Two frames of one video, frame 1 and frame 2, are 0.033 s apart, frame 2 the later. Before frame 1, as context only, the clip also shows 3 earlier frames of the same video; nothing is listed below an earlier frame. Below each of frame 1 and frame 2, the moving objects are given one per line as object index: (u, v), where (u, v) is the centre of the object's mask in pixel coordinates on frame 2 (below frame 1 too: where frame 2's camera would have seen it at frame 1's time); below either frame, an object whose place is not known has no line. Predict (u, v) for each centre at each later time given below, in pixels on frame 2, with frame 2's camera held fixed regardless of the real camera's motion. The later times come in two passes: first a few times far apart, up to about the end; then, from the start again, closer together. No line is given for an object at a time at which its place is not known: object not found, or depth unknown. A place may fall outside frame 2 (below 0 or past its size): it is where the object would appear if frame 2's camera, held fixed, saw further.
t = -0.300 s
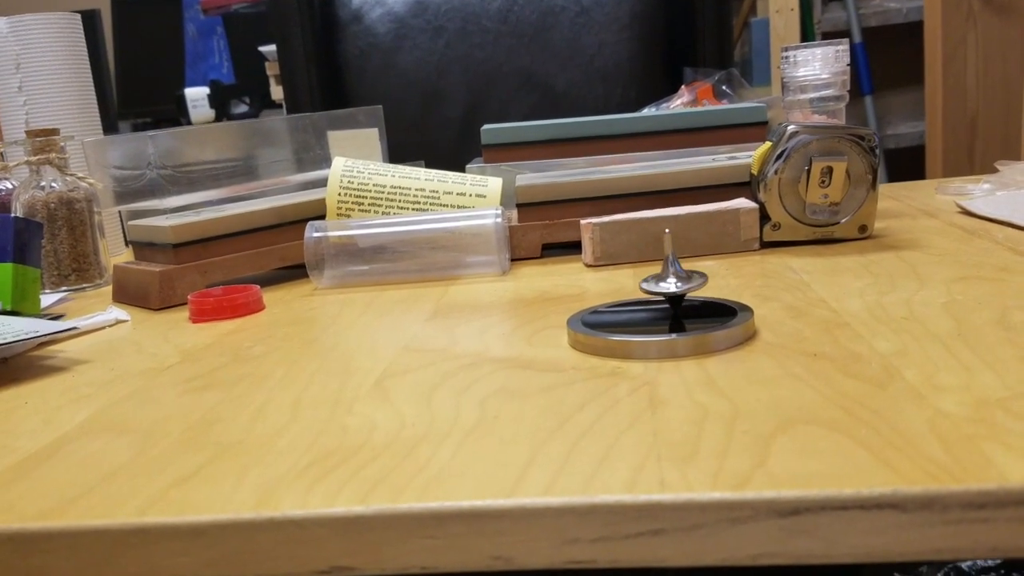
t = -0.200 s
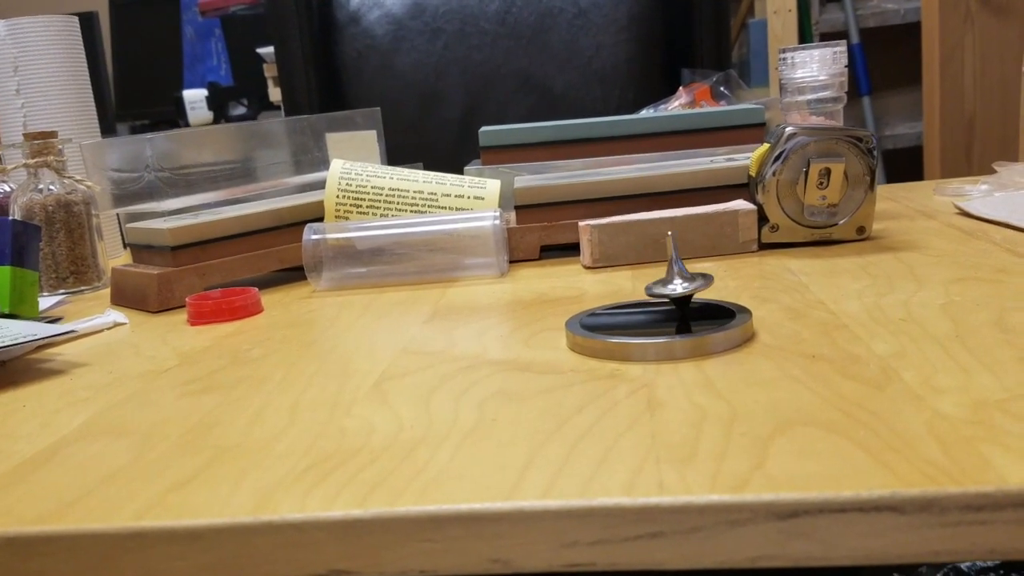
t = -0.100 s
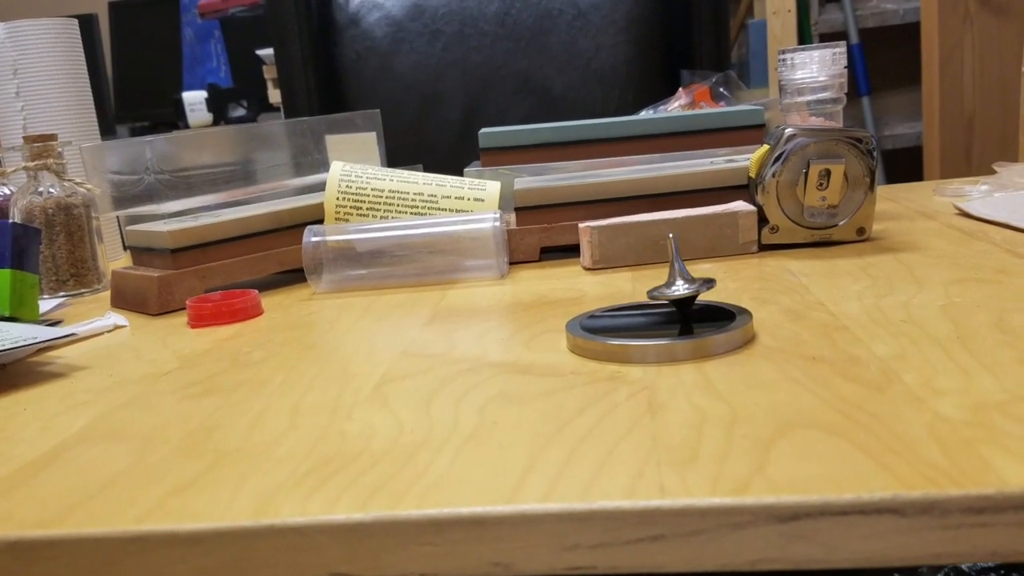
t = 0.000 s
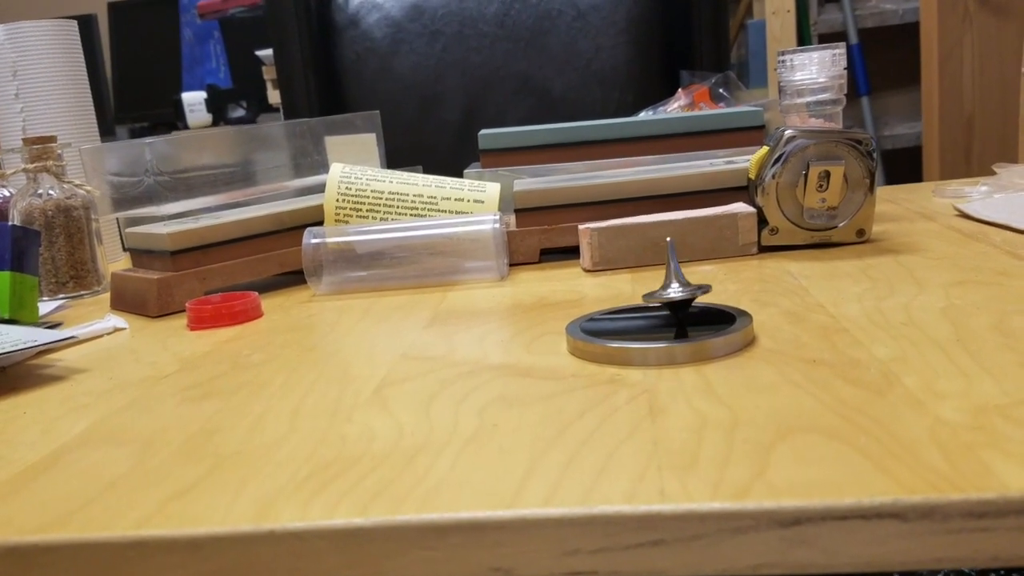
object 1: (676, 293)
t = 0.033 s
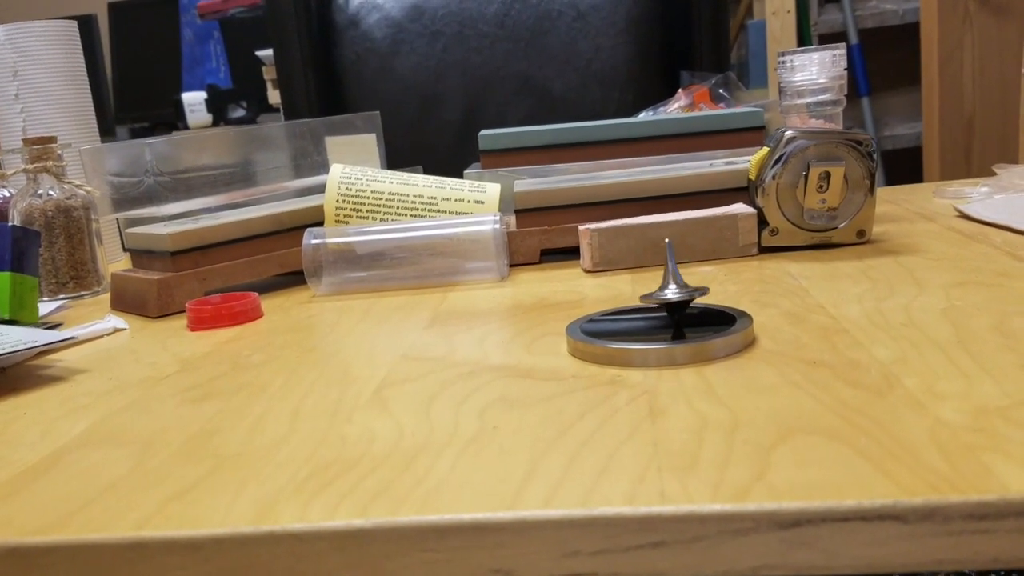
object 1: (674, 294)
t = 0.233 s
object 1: (656, 295)
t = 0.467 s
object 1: (657, 293)
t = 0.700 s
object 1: (677, 291)
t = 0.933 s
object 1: (676, 294)
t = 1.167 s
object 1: (655, 295)
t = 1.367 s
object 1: (655, 293)
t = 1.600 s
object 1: (675, 291)
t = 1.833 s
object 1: (677, 293)
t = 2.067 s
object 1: (657, 295)
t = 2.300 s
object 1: (656, 293)
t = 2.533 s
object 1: (676, 291)
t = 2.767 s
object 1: (675, 293)
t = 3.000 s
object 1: (656, 295)
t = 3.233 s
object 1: (658, 293)
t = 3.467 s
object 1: (677, 292)
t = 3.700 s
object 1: (673, 294)
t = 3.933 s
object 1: (654, 295)
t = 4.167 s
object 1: (660, 292)
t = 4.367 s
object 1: (676, 291)
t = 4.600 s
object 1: (673, 293)
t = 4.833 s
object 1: (655, 295)
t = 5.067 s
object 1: (661, 292)
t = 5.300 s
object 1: (678, 291)
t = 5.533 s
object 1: (670, 294)
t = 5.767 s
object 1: (654, 294)
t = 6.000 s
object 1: (665, 292)
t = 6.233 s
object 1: (679, 291)
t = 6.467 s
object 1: (666, 294)
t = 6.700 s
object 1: (655, 293)
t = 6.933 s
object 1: (670, 291)
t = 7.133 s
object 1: (679, 291)
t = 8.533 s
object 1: (658, 293)
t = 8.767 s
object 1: (675, 291)
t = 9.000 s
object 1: (672, 294)
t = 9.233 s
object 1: (656, 294)
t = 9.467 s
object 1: (662, 292)
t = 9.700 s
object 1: (677, 291)
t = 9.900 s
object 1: (669, 294)
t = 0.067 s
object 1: (671, 294)
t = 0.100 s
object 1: (668, 295)
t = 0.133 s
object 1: (664, 295)
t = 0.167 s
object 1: (661, 295)
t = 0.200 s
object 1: (658, 295)
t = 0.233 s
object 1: (656, 295)
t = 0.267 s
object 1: (654, 294)
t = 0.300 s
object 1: (653, 294)
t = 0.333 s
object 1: (652, 294)
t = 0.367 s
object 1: (652, 294)
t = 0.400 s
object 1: (653, 293)
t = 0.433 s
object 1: (655, 293)
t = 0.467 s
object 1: (657, 293)
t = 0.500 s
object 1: (660, 292)
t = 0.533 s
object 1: (662, 292)
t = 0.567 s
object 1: (666, 291)
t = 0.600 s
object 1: (669, 291)
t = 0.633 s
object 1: (672, 291)
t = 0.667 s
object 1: (675, 291)
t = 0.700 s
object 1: (677, 291)
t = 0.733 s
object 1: (679, 292)
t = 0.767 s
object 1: (680, 292)
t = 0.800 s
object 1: (681, 292)
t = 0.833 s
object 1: (681, 292)
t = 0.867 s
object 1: (680, 293)
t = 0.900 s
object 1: (678, 293)
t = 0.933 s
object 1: (676, 294)
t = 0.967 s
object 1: (673, 294)
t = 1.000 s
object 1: (670, 295)
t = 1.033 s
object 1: (667, 295)
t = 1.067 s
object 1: (664, 295)
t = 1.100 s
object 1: (661, 295)
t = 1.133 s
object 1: (658, 295)
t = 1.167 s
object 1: (655, 295)
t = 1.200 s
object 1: (654, 295)
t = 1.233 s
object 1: (653, 295)
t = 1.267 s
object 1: (652, 294)
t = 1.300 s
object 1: (653, 294)
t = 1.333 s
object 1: (654, 294)
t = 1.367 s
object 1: (655, 293)
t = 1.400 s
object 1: (658, 293)
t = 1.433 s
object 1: (660, 292)
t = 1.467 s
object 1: (663, 292)
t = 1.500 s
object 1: (666, 292)
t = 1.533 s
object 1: (669, 291)
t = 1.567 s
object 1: (672, 292)
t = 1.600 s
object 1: (675, 291)
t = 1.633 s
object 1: (677, 292)
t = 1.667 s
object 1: (679, 292)
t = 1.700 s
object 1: (680, 292)
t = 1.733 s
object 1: (680, 292)
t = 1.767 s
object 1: (680, 292)
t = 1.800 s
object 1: (679, 293)
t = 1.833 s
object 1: (677, 293)
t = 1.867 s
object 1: (675, 294)
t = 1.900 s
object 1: (672, 295)
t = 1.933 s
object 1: (669, 295)
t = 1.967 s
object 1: (666, 295)
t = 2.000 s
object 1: (663, 296)
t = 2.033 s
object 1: (659, 296)
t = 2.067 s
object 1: (657, 295)
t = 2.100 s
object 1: (655, 295)
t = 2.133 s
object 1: (653, 295)
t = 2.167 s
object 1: (653, 295)
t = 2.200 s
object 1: (652, 294)
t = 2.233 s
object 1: (653, 294)
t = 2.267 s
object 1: (654, 293)
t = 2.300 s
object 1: (656, 293)
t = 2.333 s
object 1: (659, 293)
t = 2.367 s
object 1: (661, 292)
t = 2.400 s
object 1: (664, 292)
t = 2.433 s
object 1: (667, 292)
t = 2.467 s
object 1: (670, 291)
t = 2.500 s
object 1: (673, 291)
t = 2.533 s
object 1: (676, 291)
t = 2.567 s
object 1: (678, 292)
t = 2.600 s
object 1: (679, 291)
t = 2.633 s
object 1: (680, 292)
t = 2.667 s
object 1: (680, 292)
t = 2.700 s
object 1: (679, 292)
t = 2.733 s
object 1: (677, 293)
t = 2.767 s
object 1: (675, 293)
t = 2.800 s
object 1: (673, 294)
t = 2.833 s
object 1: (670, 294)
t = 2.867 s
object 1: (667, 295)
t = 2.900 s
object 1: (664, 295)
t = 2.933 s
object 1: (661, 295)
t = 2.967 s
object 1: (658, 295)
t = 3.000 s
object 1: (656, 295)
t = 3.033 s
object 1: (654, 294)
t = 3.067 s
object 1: (653, 294)
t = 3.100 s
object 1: (653, 294)
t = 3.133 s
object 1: (653, 293)
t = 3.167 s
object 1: (654, 293)
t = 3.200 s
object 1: (656, 293)
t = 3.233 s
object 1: (658, 293)
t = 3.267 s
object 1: (661, 292)
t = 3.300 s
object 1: (664, 292)
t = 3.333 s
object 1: (666, 291)
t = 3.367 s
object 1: (670, 291)
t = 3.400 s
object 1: (673, 291)
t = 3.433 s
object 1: (675, 291)
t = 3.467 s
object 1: (677, 292)
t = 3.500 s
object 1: (678, 291)
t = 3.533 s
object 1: (679, 292)
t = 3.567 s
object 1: (679, 292)
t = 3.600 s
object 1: (679, 292)
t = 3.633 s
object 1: (677, 293)
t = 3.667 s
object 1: (676, 293)
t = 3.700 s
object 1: (673, 294)
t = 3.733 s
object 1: (670, 294)
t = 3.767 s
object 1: (667, 294)
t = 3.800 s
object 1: (664, 294)
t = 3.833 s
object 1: (661, 295)
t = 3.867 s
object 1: (658, 295)
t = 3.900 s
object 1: (656, 294)
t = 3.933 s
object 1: (654, 295)
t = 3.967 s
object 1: (653, 294)
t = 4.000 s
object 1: (653, 294)
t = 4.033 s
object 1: (653, 294)
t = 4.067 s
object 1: (654, 293)
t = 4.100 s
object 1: (655, 293)
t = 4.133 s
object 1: (658, 293)
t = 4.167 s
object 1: (660, 292)
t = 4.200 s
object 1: (663, 292)
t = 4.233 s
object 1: (666, 292)
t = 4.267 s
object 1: (669, 291)
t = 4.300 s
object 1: (672, 291)
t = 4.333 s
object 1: (674, 291)
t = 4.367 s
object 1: (676, 291)
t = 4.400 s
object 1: (678, 291)
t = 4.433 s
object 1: (679, 292)
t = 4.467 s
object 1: (679, 292)
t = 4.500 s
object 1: (678, 292)
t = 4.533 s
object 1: (677, 292)
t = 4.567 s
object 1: (675, 293)
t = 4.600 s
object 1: (673, 293)
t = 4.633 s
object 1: (670, 294)
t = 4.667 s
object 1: (667, 294)
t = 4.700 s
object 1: (664, 294)
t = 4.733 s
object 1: (661, 295)
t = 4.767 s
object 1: (658, 295)
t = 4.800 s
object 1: (656, 295)
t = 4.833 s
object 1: (655, 295)
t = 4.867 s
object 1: (653, 294)
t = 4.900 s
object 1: (653, 293)
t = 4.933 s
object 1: (654, 293)
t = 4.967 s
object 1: (654, 293)
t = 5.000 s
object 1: (656, 292)
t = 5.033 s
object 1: (658, 292)
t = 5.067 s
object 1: (661, 292)
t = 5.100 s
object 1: (664, 292)
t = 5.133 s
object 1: (667, 291)
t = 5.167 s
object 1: (670, 291)
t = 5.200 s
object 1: (672, 291)
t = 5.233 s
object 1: (675, 291)
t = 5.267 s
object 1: (677, 291)
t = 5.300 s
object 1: (678, 291)
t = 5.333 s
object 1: (679, 291)
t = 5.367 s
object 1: (679, 291)
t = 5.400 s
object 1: (678, 292)
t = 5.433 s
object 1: (677, 292)
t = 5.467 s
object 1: (675, 293)
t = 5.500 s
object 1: (673, 293)
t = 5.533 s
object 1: (670, 294)
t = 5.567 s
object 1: (667, 294)
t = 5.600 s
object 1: (664, 294)
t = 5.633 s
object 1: (661, 295)
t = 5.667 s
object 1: (658, 294)
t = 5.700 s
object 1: (656, 294)
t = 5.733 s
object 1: (655, 295)
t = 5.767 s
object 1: (654, 294)
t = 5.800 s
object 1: (654, 294)
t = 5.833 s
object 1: (654, 293)
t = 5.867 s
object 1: (655, 293)
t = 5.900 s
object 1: (657, 292)
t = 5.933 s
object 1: (659, 292)
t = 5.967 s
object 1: (662, 292)
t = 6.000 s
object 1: (665, 292)
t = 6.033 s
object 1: (668, 291)
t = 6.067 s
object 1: (671, 291)
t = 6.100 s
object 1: (674, 291)
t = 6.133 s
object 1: (676, 291)
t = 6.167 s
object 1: (678, 291)
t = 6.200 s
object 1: (679, 291)
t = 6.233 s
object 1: (679, 291)
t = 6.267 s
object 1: (679, 291)
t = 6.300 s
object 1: (678, 292)
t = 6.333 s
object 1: (676, 292)
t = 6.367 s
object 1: (674, 293)
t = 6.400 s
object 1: (671, 294)
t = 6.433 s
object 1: (669, 294)
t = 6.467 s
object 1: (666, 294)
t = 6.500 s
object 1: (663, 294)
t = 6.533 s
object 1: (660, 295)
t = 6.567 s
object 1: (658, 295)
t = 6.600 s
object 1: (656, 294)
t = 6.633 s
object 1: (655, 294)
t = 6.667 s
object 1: (654, 293)
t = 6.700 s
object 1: (655, 293)
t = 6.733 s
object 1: (655, 293)
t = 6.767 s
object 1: (657, 293)
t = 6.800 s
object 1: (659, 292)
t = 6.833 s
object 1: (661, 291)
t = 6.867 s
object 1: (664, 291)
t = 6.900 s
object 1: (667, 291)
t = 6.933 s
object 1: (670, 291)
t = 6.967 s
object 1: (672, 291)
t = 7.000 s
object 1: (675, 291)
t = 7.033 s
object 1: (677, 291)
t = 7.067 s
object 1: (678, 291)
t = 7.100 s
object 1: (679, 291)
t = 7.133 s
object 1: (679, 291)
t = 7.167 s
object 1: (678, 292)
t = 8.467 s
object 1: (655, 293)
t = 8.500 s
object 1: (656, 293)
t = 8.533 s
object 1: (658, 293)
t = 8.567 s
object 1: (660, 292)
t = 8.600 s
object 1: (662, 292)
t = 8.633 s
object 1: (665, 292)
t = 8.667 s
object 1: (668, 292)
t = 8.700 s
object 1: (671, 291)
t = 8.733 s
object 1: (673, 291)
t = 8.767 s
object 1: (675, 291)
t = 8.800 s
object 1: (677, 291)
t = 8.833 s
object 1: (678, 291)
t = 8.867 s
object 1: (678, 292)
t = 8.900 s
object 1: (678, 292)
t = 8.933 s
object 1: (676, 293)
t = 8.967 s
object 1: (675, 293)
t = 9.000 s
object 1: (672, 294)
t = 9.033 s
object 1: (670, 294)
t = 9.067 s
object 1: (667, 294)
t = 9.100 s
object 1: (664, 295)
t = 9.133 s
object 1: (661, 295)
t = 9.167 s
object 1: (659, 295)
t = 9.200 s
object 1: (657, 294)
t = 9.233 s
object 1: (656, 294)
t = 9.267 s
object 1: (655, 294)
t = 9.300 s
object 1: (654, 294)
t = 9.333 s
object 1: (655, 293)
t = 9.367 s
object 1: (656, 293)
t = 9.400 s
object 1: (658, 293)
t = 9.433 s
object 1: (660, 292)
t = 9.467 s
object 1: (662, 292)
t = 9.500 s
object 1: (665, 292)
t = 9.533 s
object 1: (668, 292)
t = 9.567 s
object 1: (670, 291)
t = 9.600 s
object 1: (673, 291)
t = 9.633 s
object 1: (675, 291)
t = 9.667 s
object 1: (676, 291)
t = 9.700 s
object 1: (677, 291)
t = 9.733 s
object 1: (677, 292)
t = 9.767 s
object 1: (677, 292)
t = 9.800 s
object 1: (676, 292)
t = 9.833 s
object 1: (674, 293)
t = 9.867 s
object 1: (672, 293)
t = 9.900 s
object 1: (669, 294)
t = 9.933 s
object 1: (667, 294)
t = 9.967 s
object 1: (664, 294)
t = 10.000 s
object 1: (661, 294)
